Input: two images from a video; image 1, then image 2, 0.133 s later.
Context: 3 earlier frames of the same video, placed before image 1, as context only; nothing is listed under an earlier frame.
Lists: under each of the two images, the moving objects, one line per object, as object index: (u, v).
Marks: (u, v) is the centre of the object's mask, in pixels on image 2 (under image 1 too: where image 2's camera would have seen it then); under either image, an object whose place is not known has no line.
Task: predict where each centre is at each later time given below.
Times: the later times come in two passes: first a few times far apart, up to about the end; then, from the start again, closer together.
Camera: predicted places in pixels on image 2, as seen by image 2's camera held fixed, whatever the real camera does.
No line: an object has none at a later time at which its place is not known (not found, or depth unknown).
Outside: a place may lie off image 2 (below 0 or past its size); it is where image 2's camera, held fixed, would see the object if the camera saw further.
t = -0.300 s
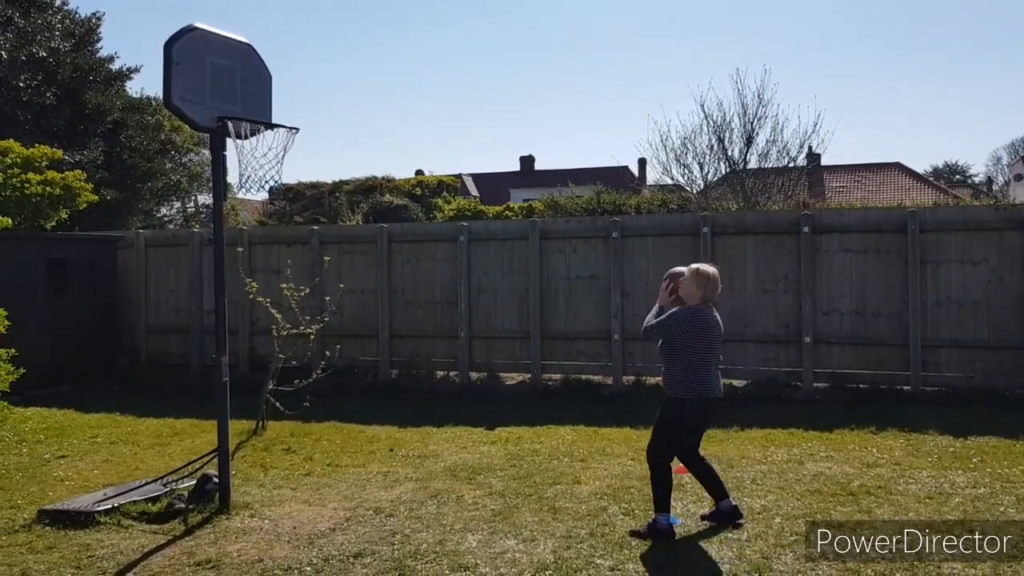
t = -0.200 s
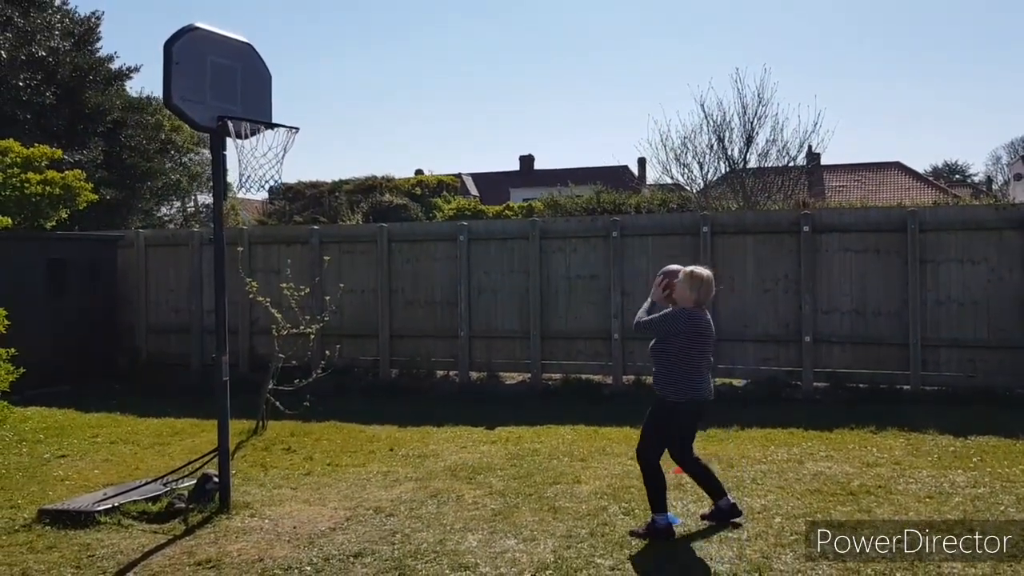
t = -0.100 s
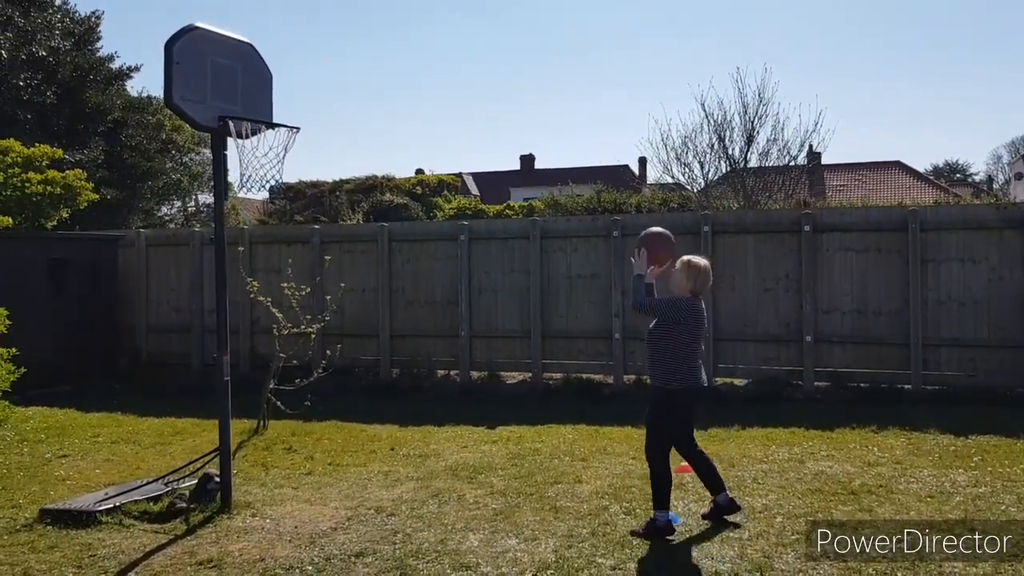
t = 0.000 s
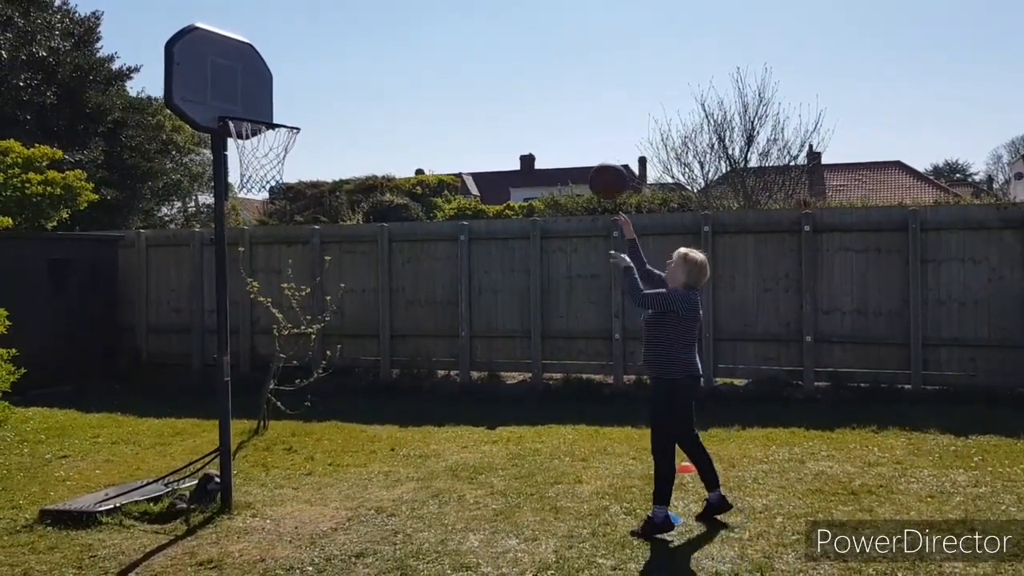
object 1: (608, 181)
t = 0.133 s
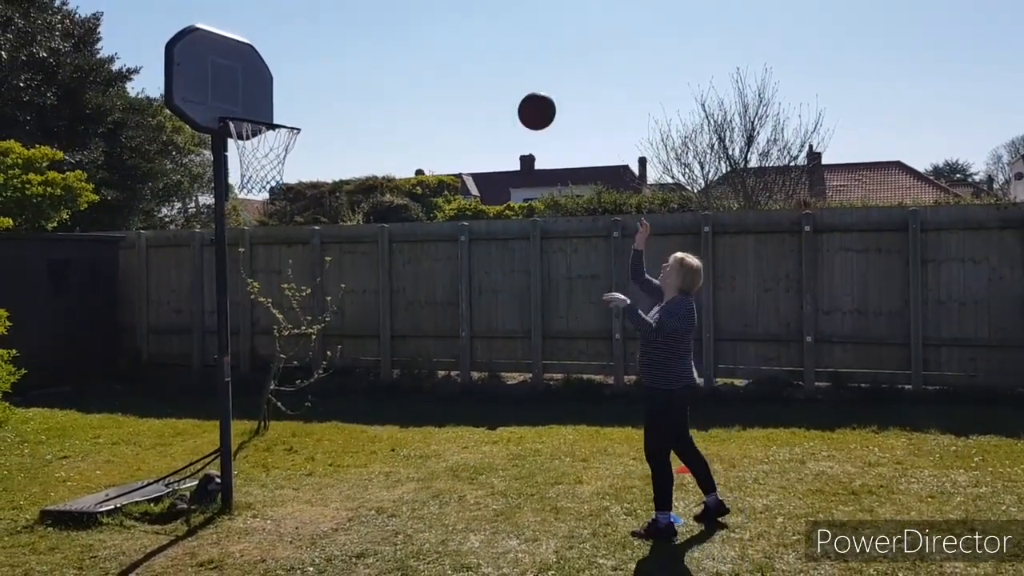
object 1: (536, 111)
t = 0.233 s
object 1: (484, 77)
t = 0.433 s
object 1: (382, 55)
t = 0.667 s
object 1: (267, 106)
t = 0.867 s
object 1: (236, 97)
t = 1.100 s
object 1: (265, 109)
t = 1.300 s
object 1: (283, 163)
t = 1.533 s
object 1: (273, 247)
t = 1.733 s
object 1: (262, 391)
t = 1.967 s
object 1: (247, 439)
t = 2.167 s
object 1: (233, 337)
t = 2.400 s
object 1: (218, 294)
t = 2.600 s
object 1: (204, 321)
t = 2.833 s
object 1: (185, 429)
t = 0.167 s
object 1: (519, 98)
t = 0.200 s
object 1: (501, 87)
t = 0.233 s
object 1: (484, 77)
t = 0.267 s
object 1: (467, 69)
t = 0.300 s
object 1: (450, 63)
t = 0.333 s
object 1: (432, 59)
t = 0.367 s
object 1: (416, 55)
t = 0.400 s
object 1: (399, 54)
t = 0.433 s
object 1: (382, 55)
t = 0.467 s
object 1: (365, 57)
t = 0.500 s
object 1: (349, 61)
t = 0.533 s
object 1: (332, 67)
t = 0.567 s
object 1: (316, 74)
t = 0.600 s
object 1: (300, 83)
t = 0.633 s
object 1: (283, 93)
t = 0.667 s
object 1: (267, 106)
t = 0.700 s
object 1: (258, 109)
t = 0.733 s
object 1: (253, 105)
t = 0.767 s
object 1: (248, 101)
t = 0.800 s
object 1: (244, 98)
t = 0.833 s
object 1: (240, 97)
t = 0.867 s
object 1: (236, 97)
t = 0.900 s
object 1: (231, 100)
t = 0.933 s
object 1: (236, 98)
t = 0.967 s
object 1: (242, 98)
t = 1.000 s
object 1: (248, 98)
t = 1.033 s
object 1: (253, 100)
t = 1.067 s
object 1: (259, 104)
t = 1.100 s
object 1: (265, 109)
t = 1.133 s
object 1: (270, 116)
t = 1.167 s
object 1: (275, 125)
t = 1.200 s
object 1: (278, 134)
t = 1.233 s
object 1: (280, 143)
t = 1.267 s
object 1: (282, 152)
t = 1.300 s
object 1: (283, 163)
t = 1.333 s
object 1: (282, 171)
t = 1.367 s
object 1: (280, 180)
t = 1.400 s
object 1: (277, 190)
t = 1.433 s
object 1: (277, 202)
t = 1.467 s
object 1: (275, 214)
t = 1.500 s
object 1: (274, 229)
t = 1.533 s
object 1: (273, 247)
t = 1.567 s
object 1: (272, 266)
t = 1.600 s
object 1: (269, 286)
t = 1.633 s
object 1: (268, 311)
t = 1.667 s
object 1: (267, 335)
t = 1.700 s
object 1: (264, 362)
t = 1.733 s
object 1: (262, 391)
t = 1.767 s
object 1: (260, 422)
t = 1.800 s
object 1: (257, 455)
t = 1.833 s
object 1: (255, 491)
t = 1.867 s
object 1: (253, 514)
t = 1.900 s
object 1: (251, 487)
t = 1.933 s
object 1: (249, 462)
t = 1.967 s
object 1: (247, 439)
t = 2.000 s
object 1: (246, 417)
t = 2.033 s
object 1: (244, 399)
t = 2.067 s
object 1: (242, 380)
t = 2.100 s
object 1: (239, 364)
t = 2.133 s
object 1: (237, 350)
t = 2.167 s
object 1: (233, 337)
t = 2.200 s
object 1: (232, 327)
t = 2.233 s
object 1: (230, 318)
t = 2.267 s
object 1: (227, 309)
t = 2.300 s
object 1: (224, 303)
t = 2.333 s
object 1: (222, 299)
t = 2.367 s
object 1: (220, 295)
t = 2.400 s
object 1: (218, 294)
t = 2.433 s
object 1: (216, 295)
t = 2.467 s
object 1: (213, 296)
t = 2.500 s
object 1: (209, 301)
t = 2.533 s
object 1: (207, 308)
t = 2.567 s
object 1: (205, 315)
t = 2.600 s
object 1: (204, 321)
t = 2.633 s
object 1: (203, 334)
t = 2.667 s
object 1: (197, 346)
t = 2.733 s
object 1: (193, 374)
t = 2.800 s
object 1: (188, 409)
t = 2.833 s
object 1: (185, 429)
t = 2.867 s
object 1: (183, 451)
